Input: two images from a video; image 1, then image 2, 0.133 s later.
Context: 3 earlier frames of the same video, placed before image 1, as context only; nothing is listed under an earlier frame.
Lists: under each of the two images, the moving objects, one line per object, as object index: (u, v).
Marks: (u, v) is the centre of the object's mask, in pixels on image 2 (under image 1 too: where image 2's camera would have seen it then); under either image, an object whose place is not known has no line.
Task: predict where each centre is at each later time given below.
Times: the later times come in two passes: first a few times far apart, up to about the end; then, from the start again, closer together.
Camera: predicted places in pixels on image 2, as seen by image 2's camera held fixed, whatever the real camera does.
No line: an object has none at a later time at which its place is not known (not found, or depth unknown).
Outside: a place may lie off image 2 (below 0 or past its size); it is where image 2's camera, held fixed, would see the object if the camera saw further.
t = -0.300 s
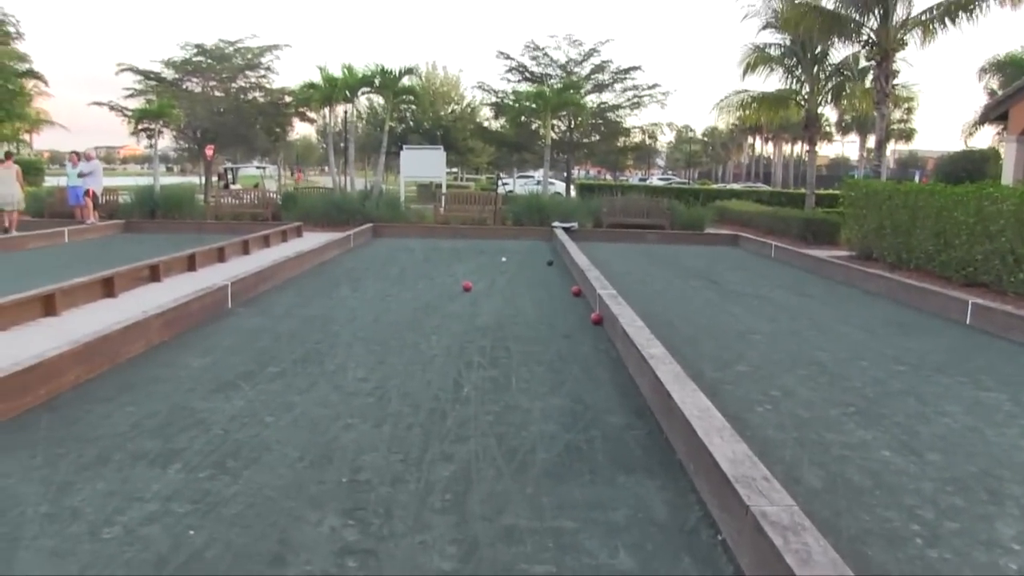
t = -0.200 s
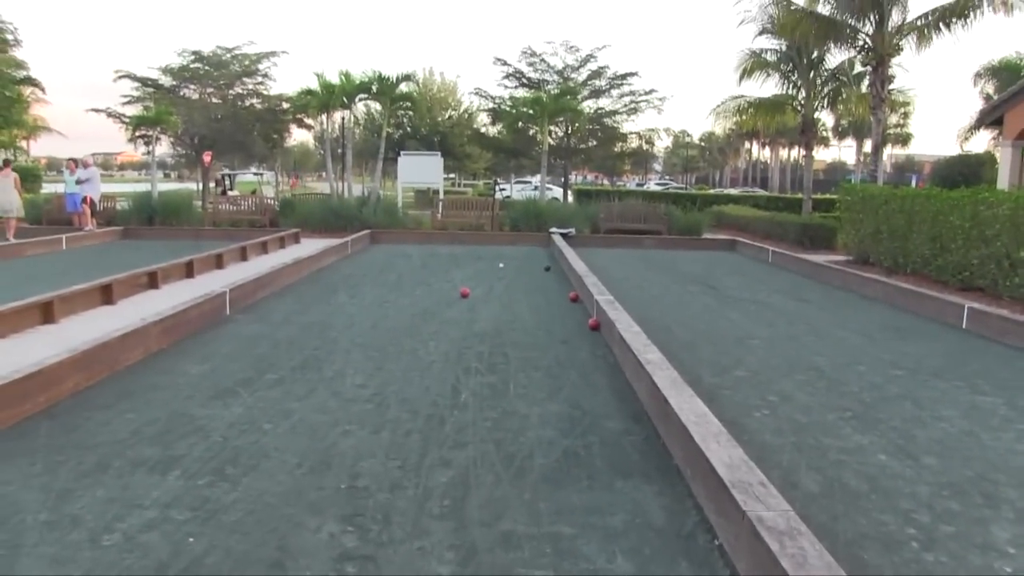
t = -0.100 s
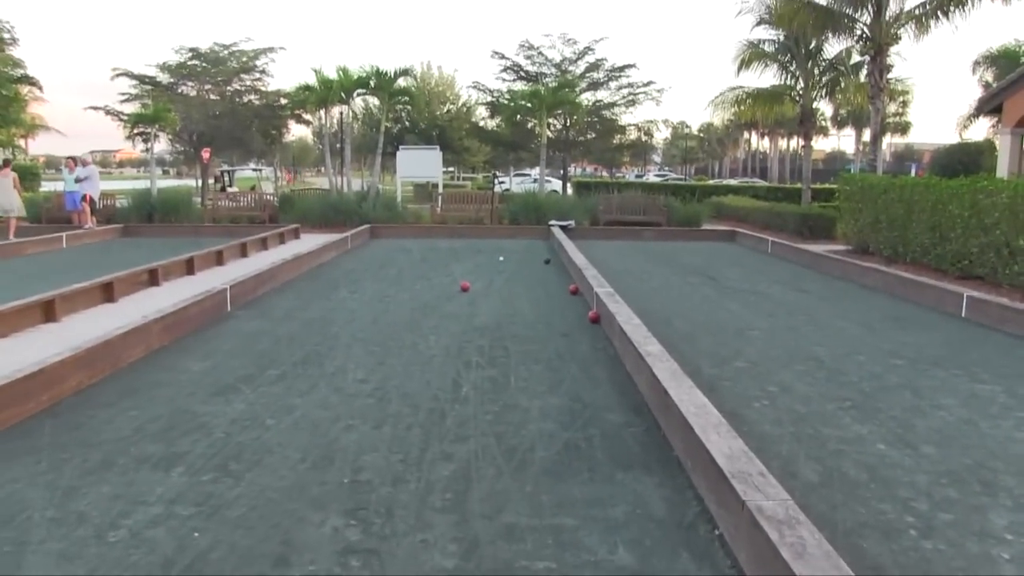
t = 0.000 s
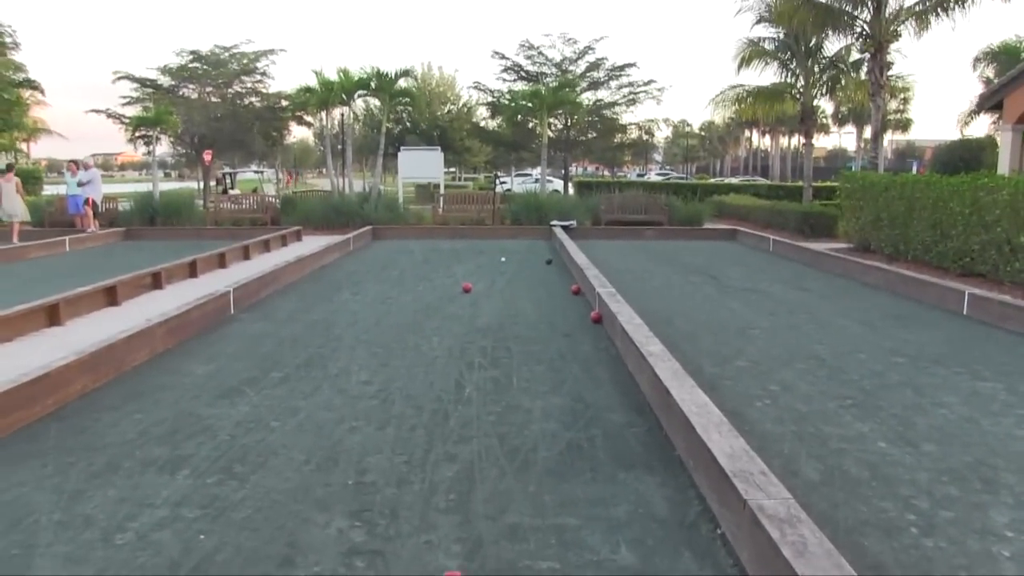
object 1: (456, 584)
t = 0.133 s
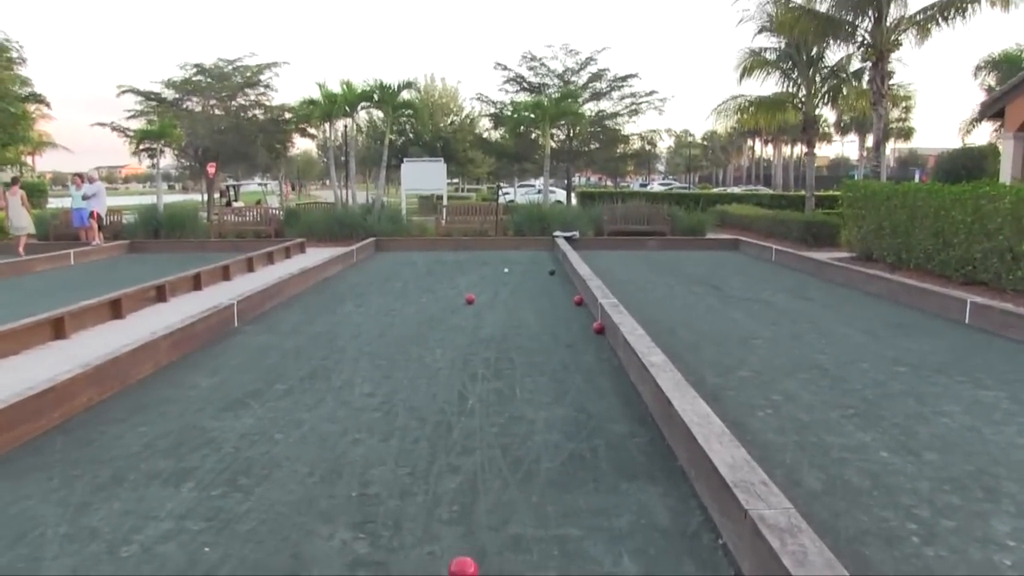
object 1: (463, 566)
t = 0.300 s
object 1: (471, 544)
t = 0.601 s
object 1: (484, 505)
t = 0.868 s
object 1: (494, 479)
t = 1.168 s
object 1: (502, 455)
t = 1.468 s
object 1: (510, 438)
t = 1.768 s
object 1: (516, 424)
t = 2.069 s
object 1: (522, 413)
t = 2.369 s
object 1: (528, 405)
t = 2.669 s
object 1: (533, 398)
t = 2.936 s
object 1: (539, 393)
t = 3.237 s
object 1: (546, 389)
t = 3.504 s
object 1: (550, 387)
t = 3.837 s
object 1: (557, 385)
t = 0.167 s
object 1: (465, 562)
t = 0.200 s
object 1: (467, 558)
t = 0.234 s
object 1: (468, 555)
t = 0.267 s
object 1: (470, 550)
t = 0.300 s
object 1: (471, 544)
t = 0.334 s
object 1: (472, 539)
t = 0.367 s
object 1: (474, 534)
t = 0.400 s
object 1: (475, 529)
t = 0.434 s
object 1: (477, 525)
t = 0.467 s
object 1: (478, 521)
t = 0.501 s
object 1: (480, 517)
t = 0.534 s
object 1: (482, 513)
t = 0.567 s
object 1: (483, 509)
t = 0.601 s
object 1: (484, 505)
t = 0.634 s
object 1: (486, 501)
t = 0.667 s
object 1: (487, 498)
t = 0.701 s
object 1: (488, 495)
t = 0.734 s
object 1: (490, 491)
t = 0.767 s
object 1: (491, 488)
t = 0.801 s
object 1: (493, 485)
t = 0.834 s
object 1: (493, 482)
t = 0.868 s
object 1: (494, 479)
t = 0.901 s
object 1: (494, 476)
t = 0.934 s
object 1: (495, 473)
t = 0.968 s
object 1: (496, 471)
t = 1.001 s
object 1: (497, 468)
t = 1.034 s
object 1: (498, 465)
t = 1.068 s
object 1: (499, 462)
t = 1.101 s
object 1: (501, 460)
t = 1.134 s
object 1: (502, 458)
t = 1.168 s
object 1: (502, 455)
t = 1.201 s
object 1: (503, 454)
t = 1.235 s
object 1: (504, 451)
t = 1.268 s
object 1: (505, 449)
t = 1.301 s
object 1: (506, 447)
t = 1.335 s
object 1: (506, 445)
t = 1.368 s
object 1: (508, 443)
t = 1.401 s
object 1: (509, 441)
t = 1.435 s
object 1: (510, 439)
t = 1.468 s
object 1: (510, 438)
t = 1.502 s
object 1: (511, 436)
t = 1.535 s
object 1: (512, 434)
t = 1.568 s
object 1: (512, 432)
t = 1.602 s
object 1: (513, 431)
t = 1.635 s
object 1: (513, 429)
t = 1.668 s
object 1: (514, 428)
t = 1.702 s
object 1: (515, 426)
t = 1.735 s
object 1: (516, 424)
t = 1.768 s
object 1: (516, 424)
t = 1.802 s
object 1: (517, 422)
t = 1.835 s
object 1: (517, 421)
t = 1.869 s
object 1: (518, 419)
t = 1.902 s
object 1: (518, 419)
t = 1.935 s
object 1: (520, 417)
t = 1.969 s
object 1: (520, 416)
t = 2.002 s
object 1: (521, 415)
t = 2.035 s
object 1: (521, 414)
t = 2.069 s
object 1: (522, 413)
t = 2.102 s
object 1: (523, 412)
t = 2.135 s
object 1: (523, 411)
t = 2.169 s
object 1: (524, 410)
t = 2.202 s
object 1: (524, 410)
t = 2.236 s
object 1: (526, 408)
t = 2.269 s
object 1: (526, 407)
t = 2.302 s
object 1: (526, 407)
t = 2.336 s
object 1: (527, 406)
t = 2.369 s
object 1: (528, 405)
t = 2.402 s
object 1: (528, 404)
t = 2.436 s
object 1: (529, 403)
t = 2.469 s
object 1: (529, 402)
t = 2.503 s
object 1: (529, 402)
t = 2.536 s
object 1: (530, 401)
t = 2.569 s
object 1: (531, 400)
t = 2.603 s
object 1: (531, 400)
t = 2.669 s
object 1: (533, 398)
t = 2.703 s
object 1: (534, 398)
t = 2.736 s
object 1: (534, 396)
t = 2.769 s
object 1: (535, 396)
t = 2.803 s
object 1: (536, 395)
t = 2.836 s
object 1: (537, 395)
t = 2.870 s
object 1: (537, 394)
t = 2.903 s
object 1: (538, 394)
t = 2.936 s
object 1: (539, 393)
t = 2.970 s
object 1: (540, 393)
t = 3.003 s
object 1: (540, 393)
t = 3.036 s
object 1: (541, 392)
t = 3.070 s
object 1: (542, 392)
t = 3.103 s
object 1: (543, 391)
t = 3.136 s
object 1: (543, 390)
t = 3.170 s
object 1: (544, 390)
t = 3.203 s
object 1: (545, 390)
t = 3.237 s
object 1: (546, 389)
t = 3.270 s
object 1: (546, 389)
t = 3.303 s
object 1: (546, 388)
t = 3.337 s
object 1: (547, 388)
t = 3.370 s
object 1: (547, 388)
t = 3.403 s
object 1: (548, 388)
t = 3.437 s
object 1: (549, 387)
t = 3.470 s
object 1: (549, 387)
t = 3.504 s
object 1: (550, 387)
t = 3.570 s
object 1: (551, 386)
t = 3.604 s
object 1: (552, 386)
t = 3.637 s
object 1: (552, 386)
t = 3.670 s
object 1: (554, 386)
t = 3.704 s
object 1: (554, 386)
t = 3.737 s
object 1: (555, 385)
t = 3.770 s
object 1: (556, 385)
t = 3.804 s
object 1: (557, 385)
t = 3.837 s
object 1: (557, 385)
